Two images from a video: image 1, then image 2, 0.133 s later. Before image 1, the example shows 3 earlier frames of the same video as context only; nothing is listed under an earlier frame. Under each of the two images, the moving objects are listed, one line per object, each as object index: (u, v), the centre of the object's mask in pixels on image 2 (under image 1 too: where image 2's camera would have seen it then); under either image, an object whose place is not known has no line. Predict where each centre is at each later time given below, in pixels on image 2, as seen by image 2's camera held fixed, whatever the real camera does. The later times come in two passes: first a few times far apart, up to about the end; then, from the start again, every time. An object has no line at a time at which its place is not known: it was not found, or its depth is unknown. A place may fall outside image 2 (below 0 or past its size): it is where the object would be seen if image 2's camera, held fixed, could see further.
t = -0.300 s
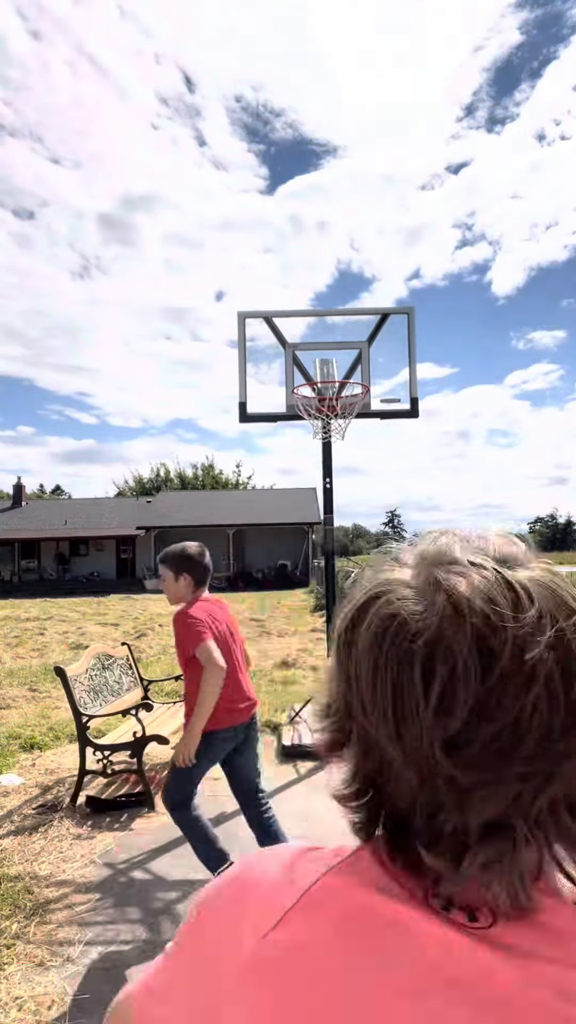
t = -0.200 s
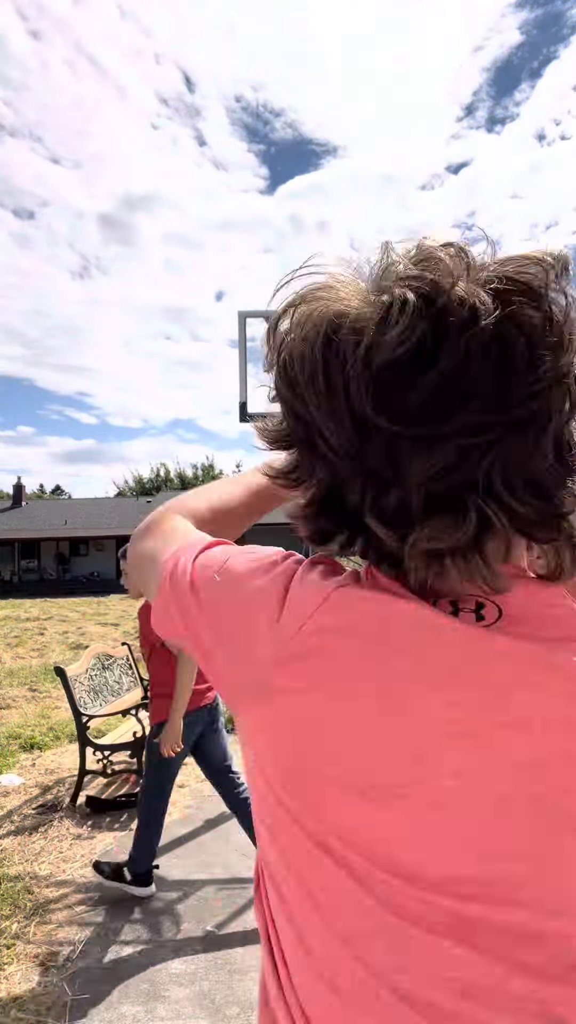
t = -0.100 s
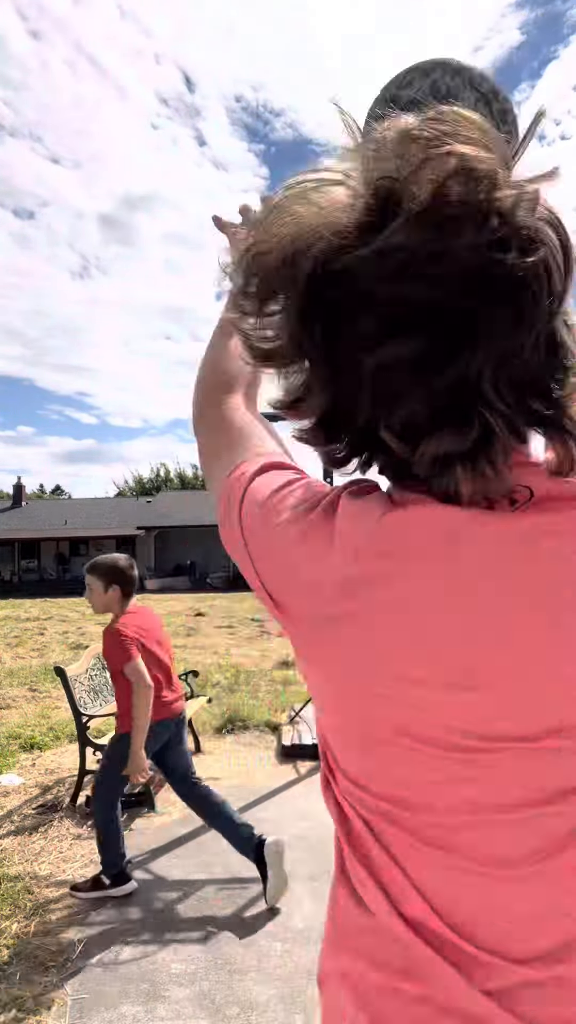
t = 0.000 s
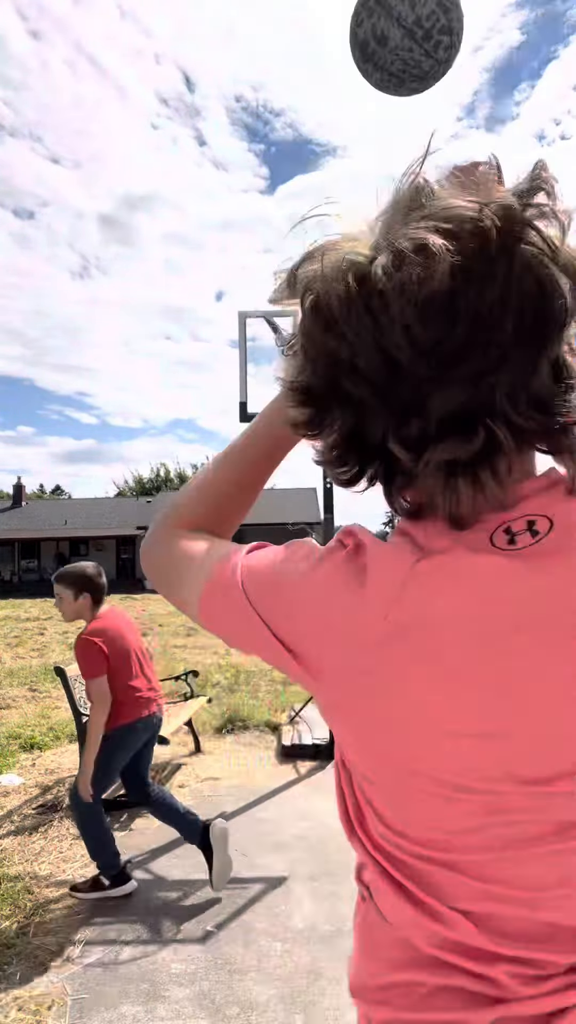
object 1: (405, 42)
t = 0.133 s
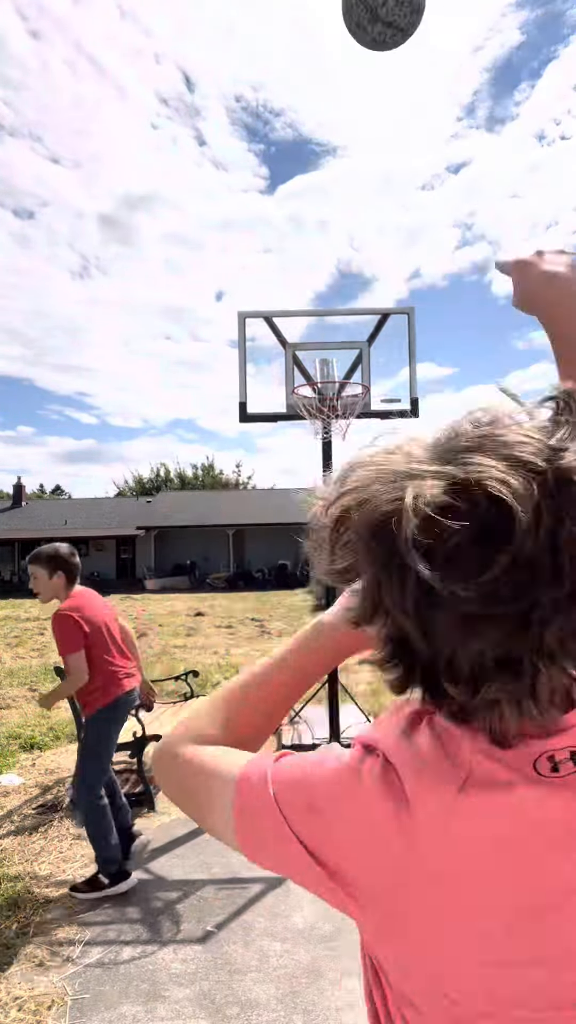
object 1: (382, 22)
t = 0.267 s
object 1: (370, 33)
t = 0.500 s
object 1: (359, 144)
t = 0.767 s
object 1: (351, 324)
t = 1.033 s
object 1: (352, 326)
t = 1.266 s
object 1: (359, 316)
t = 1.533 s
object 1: (369, 421)
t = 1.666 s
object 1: (379, 534)
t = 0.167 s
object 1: (379, 22)
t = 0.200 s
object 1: (375, 24)
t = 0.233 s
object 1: (372, 28)
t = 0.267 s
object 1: (370, 33)
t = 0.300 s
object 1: (368, 43)
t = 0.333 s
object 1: (366, 56)
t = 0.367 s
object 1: (365, 72)
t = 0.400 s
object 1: (363, 89)
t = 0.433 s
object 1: (361, 106)
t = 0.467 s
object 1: (360, 125)
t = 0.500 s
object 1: (359, 144)
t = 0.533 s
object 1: (358, 164)
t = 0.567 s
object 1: (357, 186)
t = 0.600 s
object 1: (355, 207)
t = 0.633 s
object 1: (354, 230)
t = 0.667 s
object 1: (354, 252)
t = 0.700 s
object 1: (353, 276)
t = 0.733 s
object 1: (352, 299)
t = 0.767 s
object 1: (351, 324)
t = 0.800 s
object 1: (350, 348)
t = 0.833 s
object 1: (350, 369)
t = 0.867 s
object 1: (349, 374)
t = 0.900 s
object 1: (349, 366)
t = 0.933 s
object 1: (350, 355)
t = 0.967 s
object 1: (350, 343)
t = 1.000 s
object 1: (352, 334)
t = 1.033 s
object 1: (352, 326)
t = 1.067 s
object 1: (353, 320)
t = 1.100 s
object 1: (354, 315)
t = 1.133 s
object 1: (355, 312)
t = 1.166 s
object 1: (356, 310)
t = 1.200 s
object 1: (357, 310)
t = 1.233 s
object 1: (358, 312)
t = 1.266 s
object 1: (359, 316)
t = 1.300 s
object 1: (361, 322)
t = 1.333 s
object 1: (362, 328)
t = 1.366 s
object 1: (363, 338)
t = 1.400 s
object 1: (365, 350)
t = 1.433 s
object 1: (365, 365)
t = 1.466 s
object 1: (367, 380)
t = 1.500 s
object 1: (368, 400)
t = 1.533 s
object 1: (369, 421)
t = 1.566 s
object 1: (372, 446)
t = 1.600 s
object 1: (374, 473)
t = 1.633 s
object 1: (376, 503)
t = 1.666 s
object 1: (379, 534)
